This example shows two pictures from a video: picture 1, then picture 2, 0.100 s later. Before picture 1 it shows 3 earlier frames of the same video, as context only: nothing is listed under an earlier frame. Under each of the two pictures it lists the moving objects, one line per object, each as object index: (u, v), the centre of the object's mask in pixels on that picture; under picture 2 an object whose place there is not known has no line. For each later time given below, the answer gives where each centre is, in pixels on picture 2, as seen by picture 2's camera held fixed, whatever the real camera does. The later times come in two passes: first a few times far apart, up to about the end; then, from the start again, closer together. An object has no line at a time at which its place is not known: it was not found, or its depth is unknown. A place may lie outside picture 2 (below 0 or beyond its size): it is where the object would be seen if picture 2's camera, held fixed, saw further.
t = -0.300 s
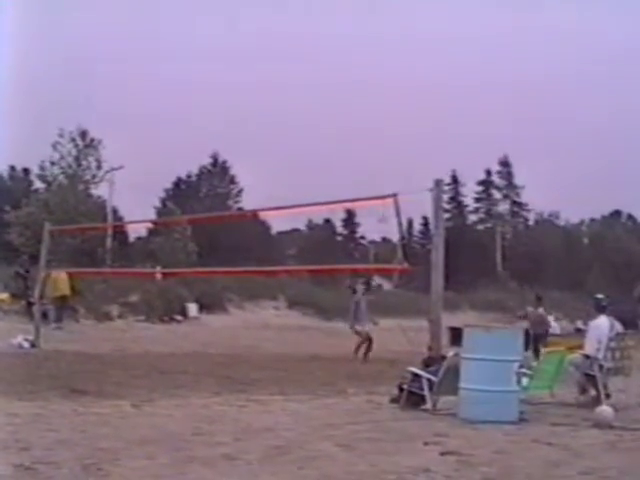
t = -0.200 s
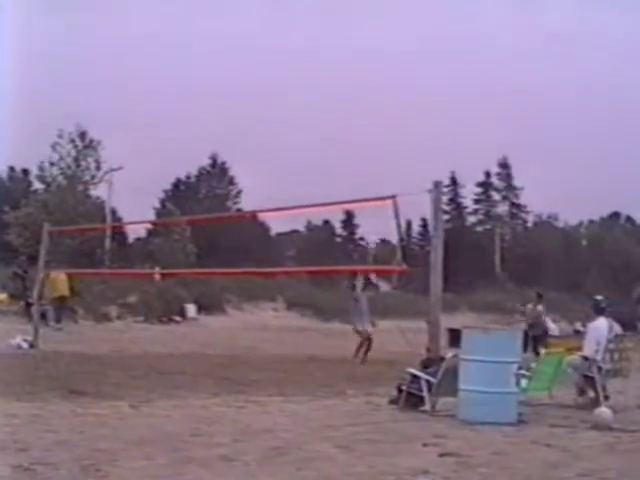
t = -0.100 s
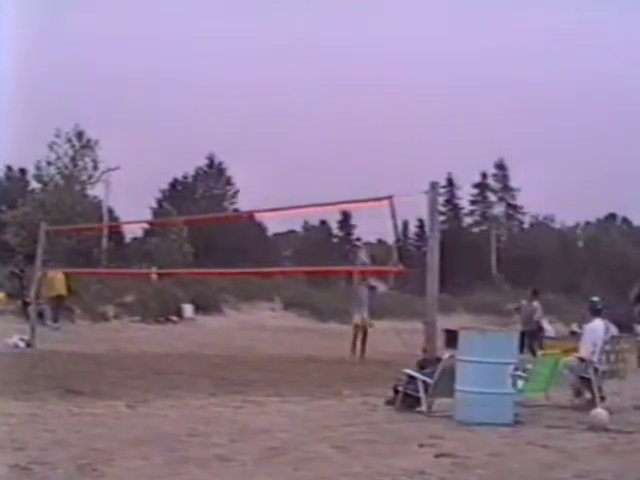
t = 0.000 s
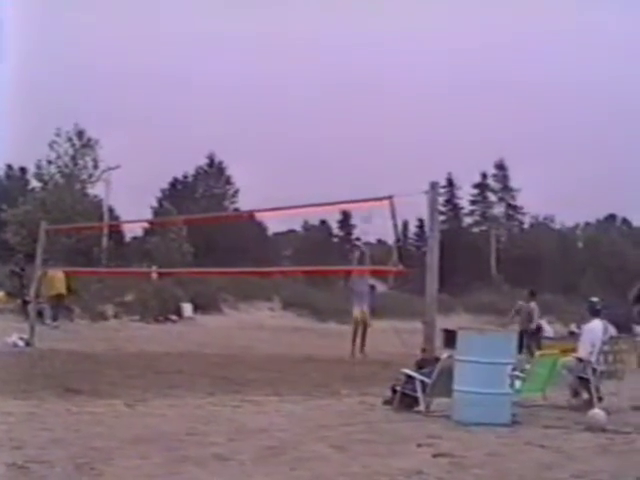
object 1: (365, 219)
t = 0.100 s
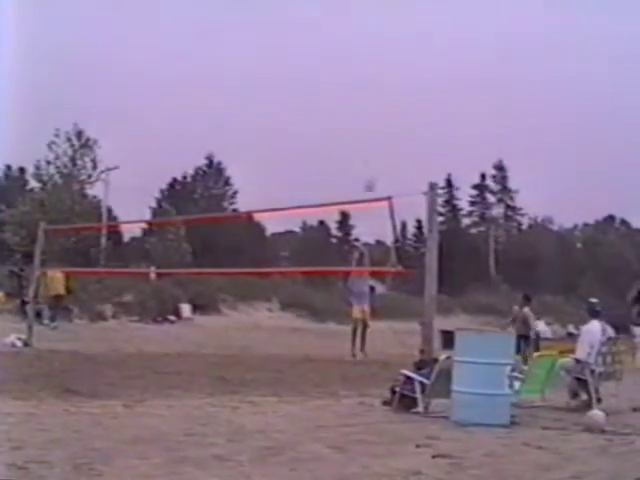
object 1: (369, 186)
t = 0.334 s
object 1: (381, 129)
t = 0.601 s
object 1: (391, 94)
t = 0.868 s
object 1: (400, 95)
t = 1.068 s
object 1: (405, 121)
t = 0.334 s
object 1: (381, 129)
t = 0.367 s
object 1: (382, 121)
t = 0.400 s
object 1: (383, 116)
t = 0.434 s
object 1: (384, 110)
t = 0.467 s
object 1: (386, 106)
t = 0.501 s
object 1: (387, 103)
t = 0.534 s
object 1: (388, 99)
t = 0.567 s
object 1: (390, 96)
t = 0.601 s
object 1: (391, 94)
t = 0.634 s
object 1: (392, 92)
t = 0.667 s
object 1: (394, 91)
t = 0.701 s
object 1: (395, 90)
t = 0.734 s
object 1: (396, 90)
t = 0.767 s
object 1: (397, 90)
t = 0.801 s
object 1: (398, 91)
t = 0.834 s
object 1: (399, 92)
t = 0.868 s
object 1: (400, 95)
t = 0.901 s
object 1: (401, 98)
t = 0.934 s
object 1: (402, 101)
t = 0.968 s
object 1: (402, 104)
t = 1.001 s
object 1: (403, 109)
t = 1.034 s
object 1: (404, 115)
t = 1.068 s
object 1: (405, 121)
